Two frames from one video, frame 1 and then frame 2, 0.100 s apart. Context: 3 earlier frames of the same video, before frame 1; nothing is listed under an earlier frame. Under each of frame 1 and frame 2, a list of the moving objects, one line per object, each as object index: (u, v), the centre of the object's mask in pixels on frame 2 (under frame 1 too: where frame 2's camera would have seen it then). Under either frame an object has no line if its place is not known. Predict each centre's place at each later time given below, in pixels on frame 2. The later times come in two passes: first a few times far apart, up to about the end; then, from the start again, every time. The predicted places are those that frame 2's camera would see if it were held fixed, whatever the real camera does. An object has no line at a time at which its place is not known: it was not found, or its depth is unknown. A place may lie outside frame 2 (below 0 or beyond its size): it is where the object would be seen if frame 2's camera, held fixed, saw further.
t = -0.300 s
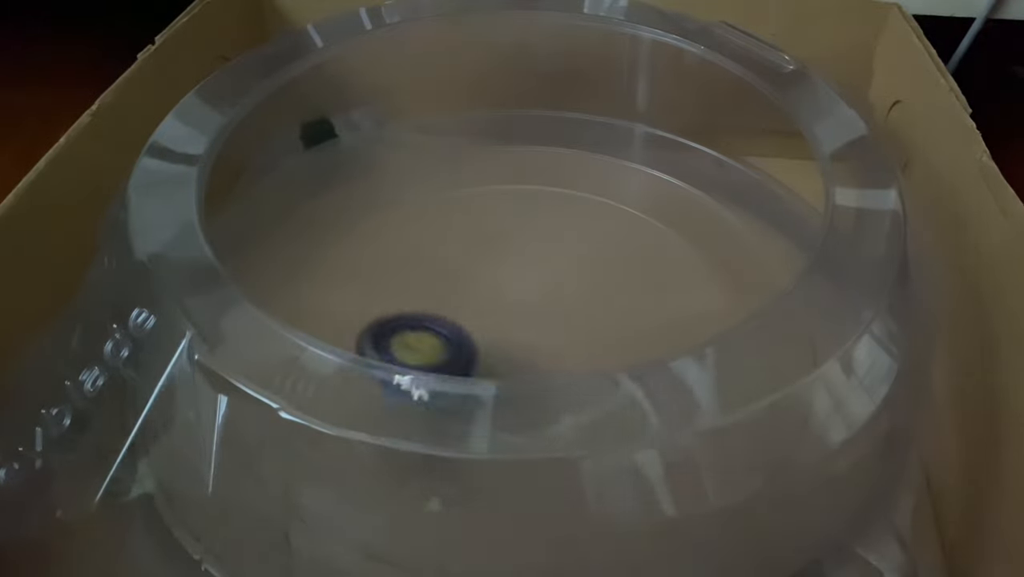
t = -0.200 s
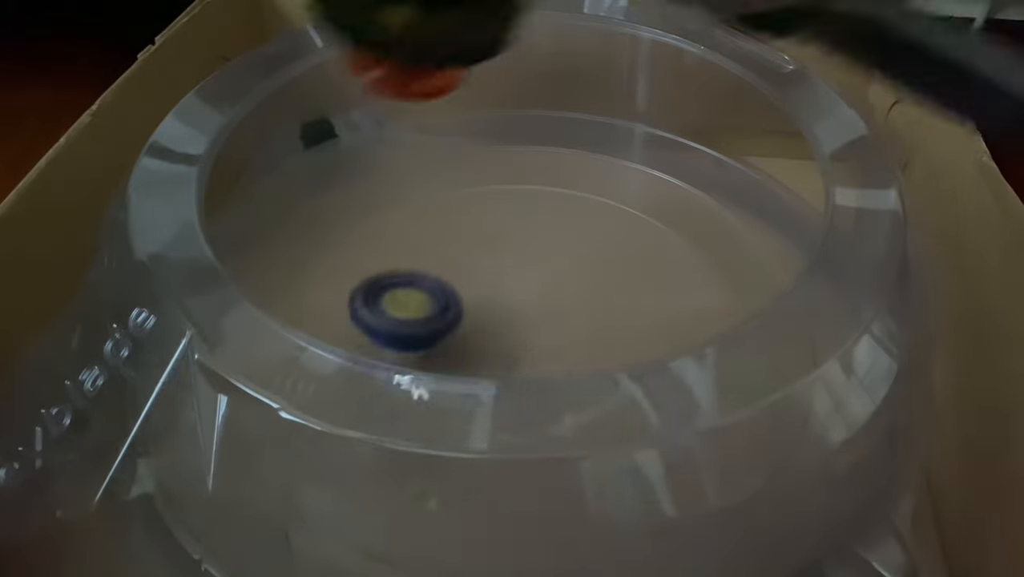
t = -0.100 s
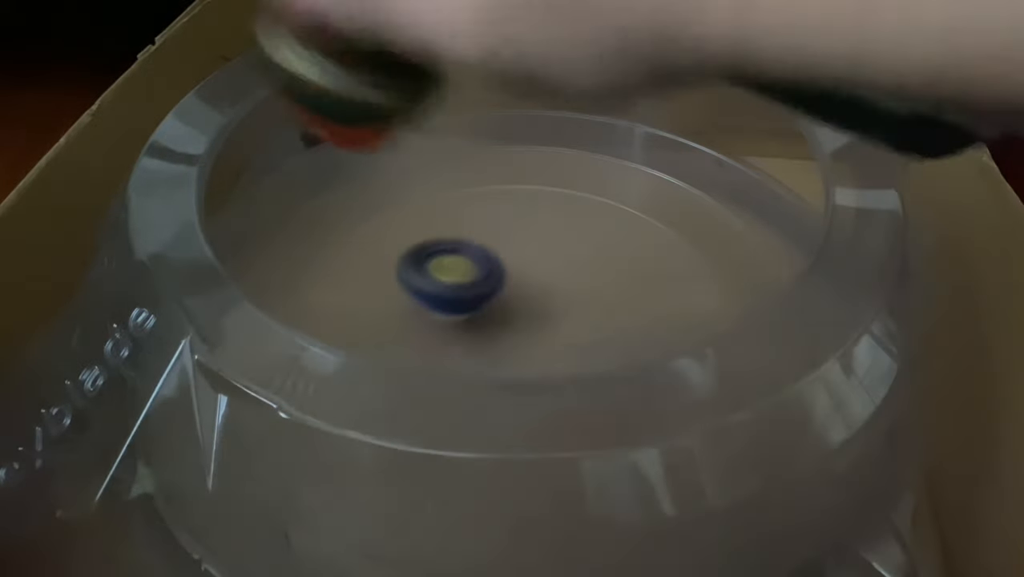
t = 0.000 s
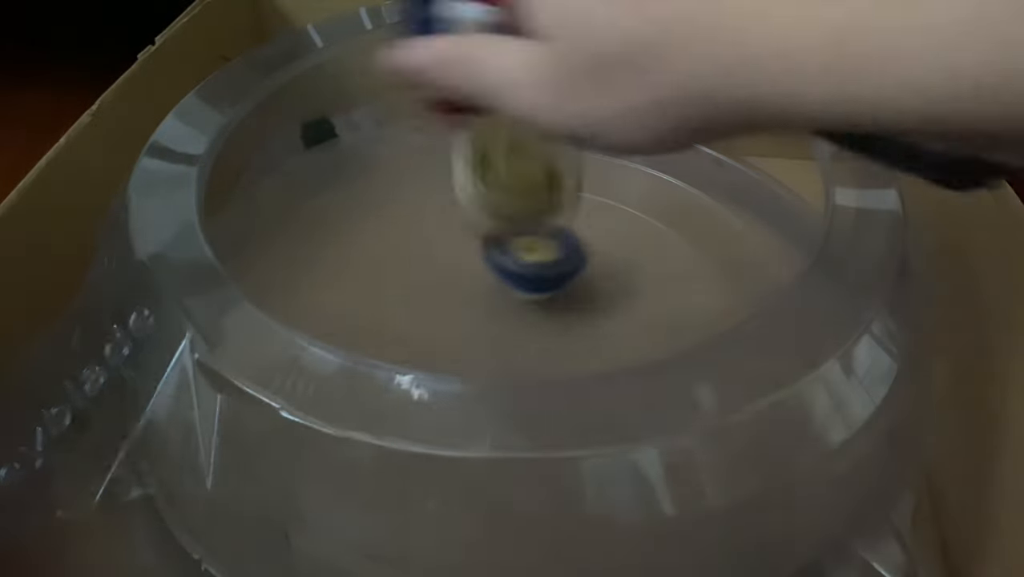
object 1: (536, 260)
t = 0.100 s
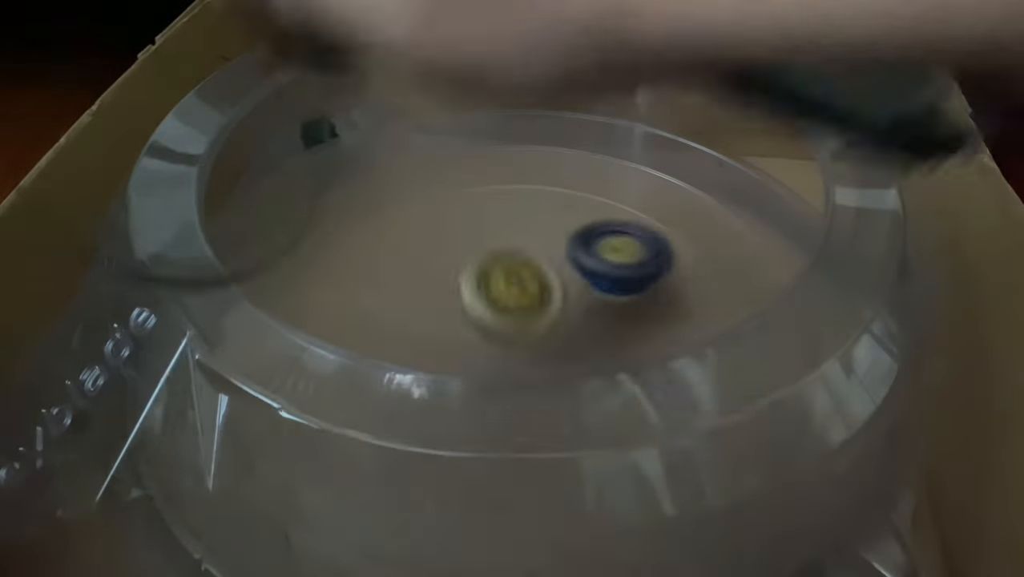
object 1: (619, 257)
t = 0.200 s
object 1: (683, 282)
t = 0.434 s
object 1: (664, 396)
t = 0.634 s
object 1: (497, 430)
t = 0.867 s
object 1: (457, 358)
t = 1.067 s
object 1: (564, 292)
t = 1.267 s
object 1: (661, 239)
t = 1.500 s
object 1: (791, 207)
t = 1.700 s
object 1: (719, 235)
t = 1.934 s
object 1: (551, 316)
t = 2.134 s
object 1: (504, 363)
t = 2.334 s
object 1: (473, 308)
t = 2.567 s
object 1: (524, 216)
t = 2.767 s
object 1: (570, 240)
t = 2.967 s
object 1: (554, 313)
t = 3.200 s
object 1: (449, 329)
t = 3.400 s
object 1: (428, 283)
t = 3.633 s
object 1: (664, 116)
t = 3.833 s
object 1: (751, 148)
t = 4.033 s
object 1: (759, 192)
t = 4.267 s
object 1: (711, 269)
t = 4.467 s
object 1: (588, 343)
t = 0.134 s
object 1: (643, 263)
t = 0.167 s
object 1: (665, 271)
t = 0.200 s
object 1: (683, 282)
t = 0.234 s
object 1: (697, 294)
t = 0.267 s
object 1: (702, 304)
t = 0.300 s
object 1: (709, 322)
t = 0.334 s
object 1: (708, 343)
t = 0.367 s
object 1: (700, 362)
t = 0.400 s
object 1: (687, 380)
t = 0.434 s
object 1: (664, 396)
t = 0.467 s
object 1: (636, 409)
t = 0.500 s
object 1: (606, 419)
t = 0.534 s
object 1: (575, 422)
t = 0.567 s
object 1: (545, 424)
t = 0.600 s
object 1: (516, 425)
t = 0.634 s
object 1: (497, 430)
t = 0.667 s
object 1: (480, 431)
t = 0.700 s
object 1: (466, 428)
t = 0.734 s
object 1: (455, 420)
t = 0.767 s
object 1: (449, 402)
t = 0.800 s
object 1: (440, 386)
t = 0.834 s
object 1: (448, 369)
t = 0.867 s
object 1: (457, 358)
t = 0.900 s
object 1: (474, 346)
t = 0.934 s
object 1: (493, 339)
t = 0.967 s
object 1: (512, 329)
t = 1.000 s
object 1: (531, 316)
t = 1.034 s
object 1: (549, 302)
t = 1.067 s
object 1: (564, 292)
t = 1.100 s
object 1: (577, 282)
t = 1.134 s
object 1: (588, 273)
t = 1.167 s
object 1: (596, 270)
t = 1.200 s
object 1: (602, 267)
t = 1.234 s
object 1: (630, 253)
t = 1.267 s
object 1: (661, 239)
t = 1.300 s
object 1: (690, 227)
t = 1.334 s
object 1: (716, 217)
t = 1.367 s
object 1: (740, 213)
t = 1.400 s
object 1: (764, 208)
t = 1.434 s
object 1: (779, 201)
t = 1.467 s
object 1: (792, 207)
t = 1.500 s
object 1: (791, 207)
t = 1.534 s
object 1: (781, 211)
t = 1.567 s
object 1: (772, 214)
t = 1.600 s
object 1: (759, 222)
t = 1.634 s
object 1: (745, 227)
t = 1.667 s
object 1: (732, 231)
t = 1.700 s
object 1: (719, 235)
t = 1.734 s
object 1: (703, 244)
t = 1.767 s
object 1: (685, 254)
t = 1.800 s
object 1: (663, 266)
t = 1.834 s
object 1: (638, 278)
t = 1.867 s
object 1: (611, 292)
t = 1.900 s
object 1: (582, 304)
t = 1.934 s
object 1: (551, 316)
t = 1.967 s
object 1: (520, 325)
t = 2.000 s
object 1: (515, 337)
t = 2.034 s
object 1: (513, 344)
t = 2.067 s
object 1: (511, 349)
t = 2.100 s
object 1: (508, 359)
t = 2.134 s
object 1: (504, 363)
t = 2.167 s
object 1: (499, 361)
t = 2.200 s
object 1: (499, 338)
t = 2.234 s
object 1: (486, 344)
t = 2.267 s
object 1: (479, 337)
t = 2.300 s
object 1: (475, 324)
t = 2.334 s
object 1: (473, 308)
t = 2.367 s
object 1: (473, 289)
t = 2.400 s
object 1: (476, 271)
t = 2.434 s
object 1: (482, 255)
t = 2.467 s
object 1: (491, 241)
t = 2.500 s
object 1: (501, 230)
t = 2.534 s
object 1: (512, 221)
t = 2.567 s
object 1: (524, 216)
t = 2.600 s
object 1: (534, 213)
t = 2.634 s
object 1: (544, 214)
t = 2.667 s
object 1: (552, 217)
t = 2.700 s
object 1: (559, 223)
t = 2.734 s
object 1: (565, 231)
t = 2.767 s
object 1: (570, 240)
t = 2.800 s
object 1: (573, 251)
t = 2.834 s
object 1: (574, 264)
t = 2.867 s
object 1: (574, 277)
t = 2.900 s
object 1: (570, 290)
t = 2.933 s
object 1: (564, 302)
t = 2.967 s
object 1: (554, 313)
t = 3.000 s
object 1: (542, 324)
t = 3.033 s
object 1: (527, 331)
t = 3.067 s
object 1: (511, 335)
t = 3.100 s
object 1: (495, 336)
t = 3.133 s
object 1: (478, 335)
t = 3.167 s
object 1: (463, 333)
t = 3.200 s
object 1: (449, 329)
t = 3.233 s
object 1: (437, 324)
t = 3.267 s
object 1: (428, 315)
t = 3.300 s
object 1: (422, 306)
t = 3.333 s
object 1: (420, 297)
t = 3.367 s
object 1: (422, 289)
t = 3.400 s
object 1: (428, 283)
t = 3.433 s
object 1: (449, 266)
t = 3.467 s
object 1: (495, 229)
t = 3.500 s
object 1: (539, 193)
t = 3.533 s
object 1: (578, 163)
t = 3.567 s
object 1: (613, 139)
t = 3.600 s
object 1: (642, 126)
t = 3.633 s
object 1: (664, 116)
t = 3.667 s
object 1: (685, 121)
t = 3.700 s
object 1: (703, 132)
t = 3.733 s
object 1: (718, 131)
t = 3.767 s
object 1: (732, 139)
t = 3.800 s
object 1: (743, 143)
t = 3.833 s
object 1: (751, 148)
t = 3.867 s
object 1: (757, 154)
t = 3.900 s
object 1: (761, 161)
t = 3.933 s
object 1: (763, 168)
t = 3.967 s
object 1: (763, 176)
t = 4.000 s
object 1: (762, 184)
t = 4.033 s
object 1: (759, 192)
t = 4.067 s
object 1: (752, 206)
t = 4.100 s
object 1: (745, 216)
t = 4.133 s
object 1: (737, 225)
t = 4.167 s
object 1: (729, 235)
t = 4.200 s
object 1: (723, 245)
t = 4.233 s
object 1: (719, 255)
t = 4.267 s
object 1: (711, 269)
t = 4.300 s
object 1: (699, 284)
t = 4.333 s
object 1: (683, 301)
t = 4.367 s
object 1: (660, 316)
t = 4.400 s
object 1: (638, 328)
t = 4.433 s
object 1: (610, 334)
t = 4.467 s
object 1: (588, 343)
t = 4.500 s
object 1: (558, 369)
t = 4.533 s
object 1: (535, 371)
